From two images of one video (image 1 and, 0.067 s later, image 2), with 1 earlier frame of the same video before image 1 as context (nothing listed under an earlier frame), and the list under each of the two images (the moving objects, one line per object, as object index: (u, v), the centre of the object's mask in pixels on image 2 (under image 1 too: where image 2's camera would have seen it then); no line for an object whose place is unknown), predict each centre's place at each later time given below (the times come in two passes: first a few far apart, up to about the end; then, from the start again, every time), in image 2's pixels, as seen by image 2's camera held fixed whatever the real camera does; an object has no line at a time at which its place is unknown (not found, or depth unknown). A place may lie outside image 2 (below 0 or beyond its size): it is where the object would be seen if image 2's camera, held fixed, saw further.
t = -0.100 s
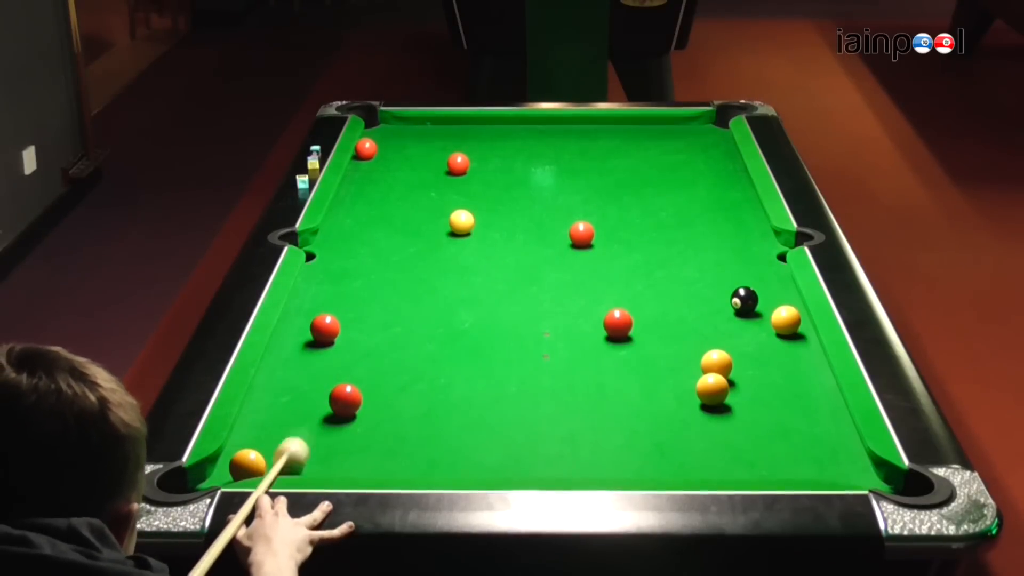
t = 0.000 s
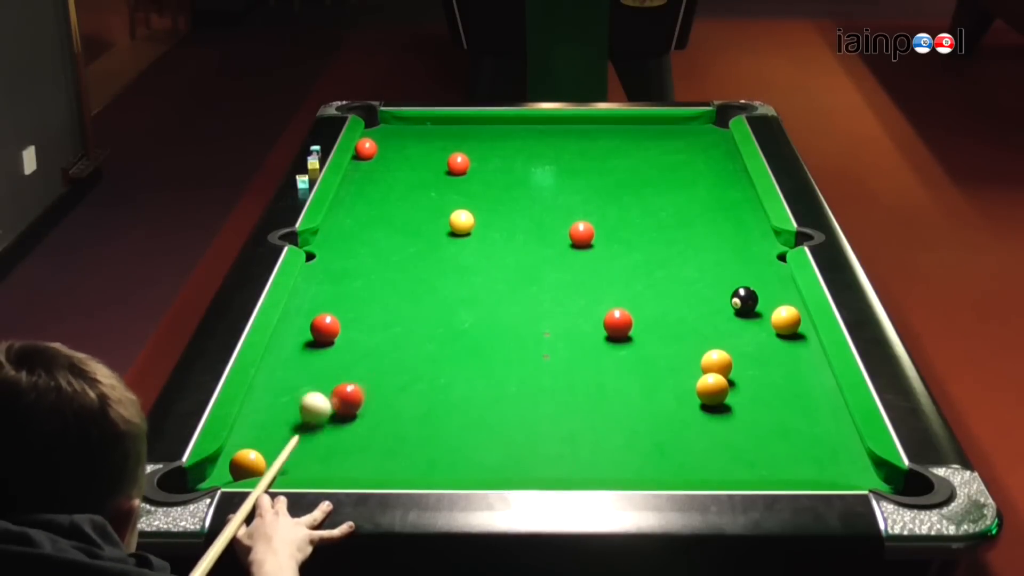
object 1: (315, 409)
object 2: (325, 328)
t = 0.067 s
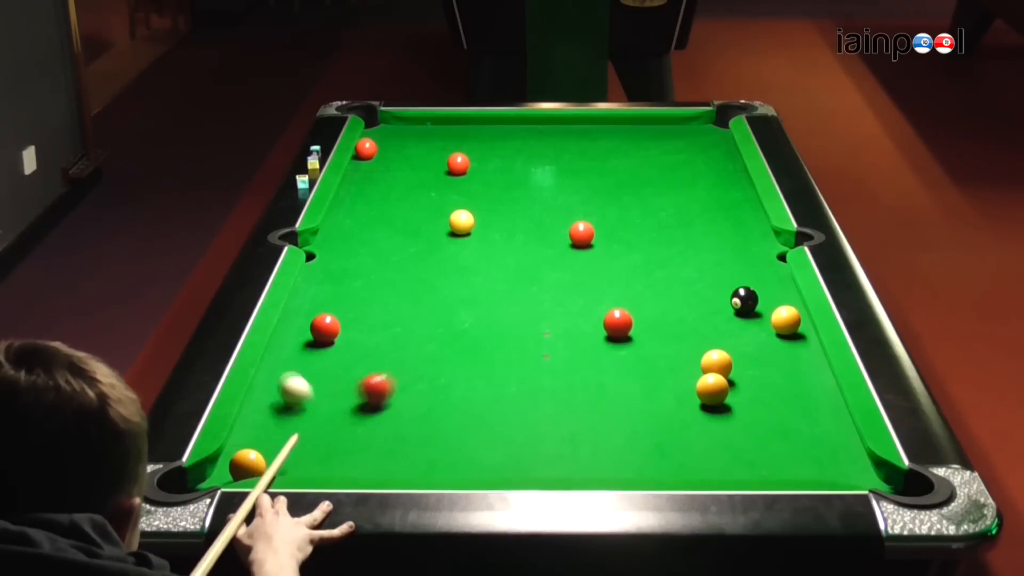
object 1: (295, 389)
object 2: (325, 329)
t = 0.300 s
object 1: (304, 339)
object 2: (327, 327)
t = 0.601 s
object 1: (295, 324)
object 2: (376, 301)
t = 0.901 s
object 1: (302, 311)
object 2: (415, 279)
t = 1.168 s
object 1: (310, 303)
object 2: (447, 262)
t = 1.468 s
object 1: (318, 295)
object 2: (477, 245)
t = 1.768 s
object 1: (322, 289)
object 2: (503, 231)
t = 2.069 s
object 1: (325, 285)
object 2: (526, 219)
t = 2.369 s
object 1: (325, 283)
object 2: (546, 209)
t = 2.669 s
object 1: (325, 282)
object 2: (563, 200)
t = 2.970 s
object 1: (325, 282)
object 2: (577, 194)
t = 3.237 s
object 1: (325, 282)
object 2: (587, 188)
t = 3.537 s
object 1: (325, 282)
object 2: (597, 184)
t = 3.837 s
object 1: (325, 282)
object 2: (605, 181)
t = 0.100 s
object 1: (288, 382)
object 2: (325, 328)
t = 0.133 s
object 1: (281, 371)
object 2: (325, 328)
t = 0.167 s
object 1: (277, 363)
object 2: (325, 328)
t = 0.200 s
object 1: (284, 356)
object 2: (325, 328)
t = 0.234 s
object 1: (293, 349)
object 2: (325, 328)
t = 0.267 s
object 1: (300, 343)
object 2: (326, 328)
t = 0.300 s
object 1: (304, 339)
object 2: (327, 327)
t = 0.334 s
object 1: (302, 338)
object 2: (334, 324)
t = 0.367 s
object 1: (301, 336)
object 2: (340, 320)
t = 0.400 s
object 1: (300, 334)
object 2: (345, 317)
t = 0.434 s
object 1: (299, 333)
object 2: (351, 314)
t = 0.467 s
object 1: (298, 331)
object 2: (356, 312)
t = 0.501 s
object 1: (298, 329)
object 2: (361, 309)
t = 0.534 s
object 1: (297, 327)
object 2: (366, 306)
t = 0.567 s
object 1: (296, 326)
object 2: (371, 303)
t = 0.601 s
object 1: (295, 324)
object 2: (376, 301)
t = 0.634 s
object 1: (295, 323)
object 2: (381, 298)
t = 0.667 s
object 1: (294, 321)
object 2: (385, 295)
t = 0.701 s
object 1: (294, 320)
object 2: (390, 293)
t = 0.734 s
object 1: (295, 318)
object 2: (394, 290)
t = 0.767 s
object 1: (297, 317)
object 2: (399, 288)
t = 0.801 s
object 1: (298, 315)
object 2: (403, 285)
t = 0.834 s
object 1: (299, 314)
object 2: (408, 283)
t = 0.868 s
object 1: (301, 313)
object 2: (412, 281)
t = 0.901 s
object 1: (302, 311)
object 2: (415, 279)
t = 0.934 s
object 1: (303, 310)
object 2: (420, 276)
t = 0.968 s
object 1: (304, 309)
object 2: (424, 274)
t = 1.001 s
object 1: (305, 308)
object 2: (428, 272)
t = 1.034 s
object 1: (306, 307)
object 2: (432, 270)
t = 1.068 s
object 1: (307, 306)
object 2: (436, 268)
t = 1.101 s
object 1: (308, 305)
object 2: (439, 265)
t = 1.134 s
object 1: (309, 304)
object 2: (443, 263)
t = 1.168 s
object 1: (310, 303)
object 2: (447, 262)
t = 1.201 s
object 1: (311, 302)
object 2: (450, 260)
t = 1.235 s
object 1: (312, 301)
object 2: (454, 258)
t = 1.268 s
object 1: (313, 300)
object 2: (458, 256)
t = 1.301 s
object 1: (314, 299)
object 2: (461, 254)
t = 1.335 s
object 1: (315, 298)
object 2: (464, 252)
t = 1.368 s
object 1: (315, 297)
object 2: (468, 250)
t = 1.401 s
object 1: (316, 296)
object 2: (471, 248)
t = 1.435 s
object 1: (317, 296)
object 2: (474, 247)
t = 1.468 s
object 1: (318, 295)
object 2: (477, 245)
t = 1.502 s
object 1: (318, 294)
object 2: (480, 244)
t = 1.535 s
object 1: (319, 293)
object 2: (483, 242)
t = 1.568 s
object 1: (319, 292)
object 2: (486, 240)
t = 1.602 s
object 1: (320, 292)
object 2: (489, 238)
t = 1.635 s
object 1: (320, 291)
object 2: (492, 237)
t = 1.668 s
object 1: (321, 290)
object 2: (495, 235)
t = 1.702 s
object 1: (321, 290)
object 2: (498, 234)
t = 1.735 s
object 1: (322, 289)
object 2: (501, 232)
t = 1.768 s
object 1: (322, 289)
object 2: (503, 231)
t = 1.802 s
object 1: (323, 288)
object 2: (506, 229)
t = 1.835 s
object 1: (323, 288)
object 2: (509, 228)
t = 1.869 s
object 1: (323, 287)
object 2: (511, 227)
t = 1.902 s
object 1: (323, 287)
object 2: (514, 225)
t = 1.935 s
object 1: (324, 286)
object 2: (517, 224)
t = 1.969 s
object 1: (324, 286)
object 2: (519, 223)
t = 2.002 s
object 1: (324, 285)
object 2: (521, 221)
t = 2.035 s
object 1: (325, 285)
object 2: (524, 220)
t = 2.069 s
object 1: (325, 285)
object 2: (526, 219)
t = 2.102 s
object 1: (325, 285)
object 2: (529, 218)
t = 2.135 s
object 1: (325, 284)
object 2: (531, 217)
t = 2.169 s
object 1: (325, 284)
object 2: (533, 215)
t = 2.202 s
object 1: (326, 284)
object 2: (535, 214)
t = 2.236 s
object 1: (325, 284)
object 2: (537, 213)
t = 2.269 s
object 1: (326, 283)
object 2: (540, 212)
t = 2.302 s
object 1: (325, 283)
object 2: (542, 211)
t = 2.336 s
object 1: (325, 283)
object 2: (544, 210)
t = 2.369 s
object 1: (325, 283)
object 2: (546, 209)
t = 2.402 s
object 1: (325, 283)
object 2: (548, 208)
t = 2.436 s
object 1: (325, 283)
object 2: (550, 207)
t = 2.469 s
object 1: (325, 282)
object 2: (552, 206)
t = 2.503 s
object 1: (325, 282)
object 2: (554, 205)
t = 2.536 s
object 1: (326, 282)
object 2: (556, 204)
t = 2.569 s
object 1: (326, 282)
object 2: (558, 203)
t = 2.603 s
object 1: (326, 282)
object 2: (559, 202)
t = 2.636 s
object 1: (325, 282)
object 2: (561, 201)
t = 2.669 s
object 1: (325, 282)
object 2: (563, 200)
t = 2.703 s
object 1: (325, 282)
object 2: (564, 200)
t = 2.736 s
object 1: (325, 282)
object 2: (566, 199)
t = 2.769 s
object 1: (325, 282)
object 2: (568, 198)
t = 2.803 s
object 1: (325, 282)
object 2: (569, 197)
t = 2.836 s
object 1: (325, 282)
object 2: (571, 196)
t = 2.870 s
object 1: (325, 282)
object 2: (572, 196)
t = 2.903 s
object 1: (325, 282)
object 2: (574, 195)
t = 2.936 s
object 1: (325, 282)
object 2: (575, 194)
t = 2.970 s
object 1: (325, 282)
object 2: (577, 194)
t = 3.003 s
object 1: (325, 282)
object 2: (578, 193)
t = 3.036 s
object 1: (325, 282)
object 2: (580, 192)
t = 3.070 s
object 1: (325, 282)
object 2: (581, 192)
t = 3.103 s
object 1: (325, 282)
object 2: (582, 191)
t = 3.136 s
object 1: (325, 282)
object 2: (583, 191)
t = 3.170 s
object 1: (325, 282)
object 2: (585, 190)
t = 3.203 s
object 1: (325, 282)
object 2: (586, 189)
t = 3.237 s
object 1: (325, 282)
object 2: (587, 188)
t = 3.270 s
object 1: (325, 282)
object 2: (588, 188)
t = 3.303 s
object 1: (325, 282)
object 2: (590, 187)
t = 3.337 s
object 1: (325, 282)
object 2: (591, 187)
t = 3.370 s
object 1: (325, 282)
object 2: (592, 186)
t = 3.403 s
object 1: (325, 282)
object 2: (593, 186)
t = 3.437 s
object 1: (325, 282)
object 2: (594, 185)
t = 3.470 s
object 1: (325, 282)
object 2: (595, 185)
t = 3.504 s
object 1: (325, 282)
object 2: (596, 185)
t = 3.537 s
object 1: (325, 282)
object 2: (597, 184)
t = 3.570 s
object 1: (325, 282)
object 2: (598, 184)
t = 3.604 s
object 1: (325, 282)
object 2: (599, 183)
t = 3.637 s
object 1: (325, 282)
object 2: (600, 183)
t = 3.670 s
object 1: (325, 282)
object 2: (601, 182)
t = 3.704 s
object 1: (325, 282)
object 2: (602, 182)
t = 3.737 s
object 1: (325, 282)
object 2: (602, 182)
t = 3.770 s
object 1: (325, 282)
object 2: (603, 182)
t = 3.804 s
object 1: (325, 282)
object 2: (604, 181)
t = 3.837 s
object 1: (325, 282)
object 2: (605, 181)
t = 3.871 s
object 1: (325, 282)
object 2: (606, 181)
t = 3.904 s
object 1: (325, 282)
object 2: (606, 180)
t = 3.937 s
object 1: (325, 282)
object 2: (607, 180)
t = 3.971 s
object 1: (325, 282)
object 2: (607, 180)
